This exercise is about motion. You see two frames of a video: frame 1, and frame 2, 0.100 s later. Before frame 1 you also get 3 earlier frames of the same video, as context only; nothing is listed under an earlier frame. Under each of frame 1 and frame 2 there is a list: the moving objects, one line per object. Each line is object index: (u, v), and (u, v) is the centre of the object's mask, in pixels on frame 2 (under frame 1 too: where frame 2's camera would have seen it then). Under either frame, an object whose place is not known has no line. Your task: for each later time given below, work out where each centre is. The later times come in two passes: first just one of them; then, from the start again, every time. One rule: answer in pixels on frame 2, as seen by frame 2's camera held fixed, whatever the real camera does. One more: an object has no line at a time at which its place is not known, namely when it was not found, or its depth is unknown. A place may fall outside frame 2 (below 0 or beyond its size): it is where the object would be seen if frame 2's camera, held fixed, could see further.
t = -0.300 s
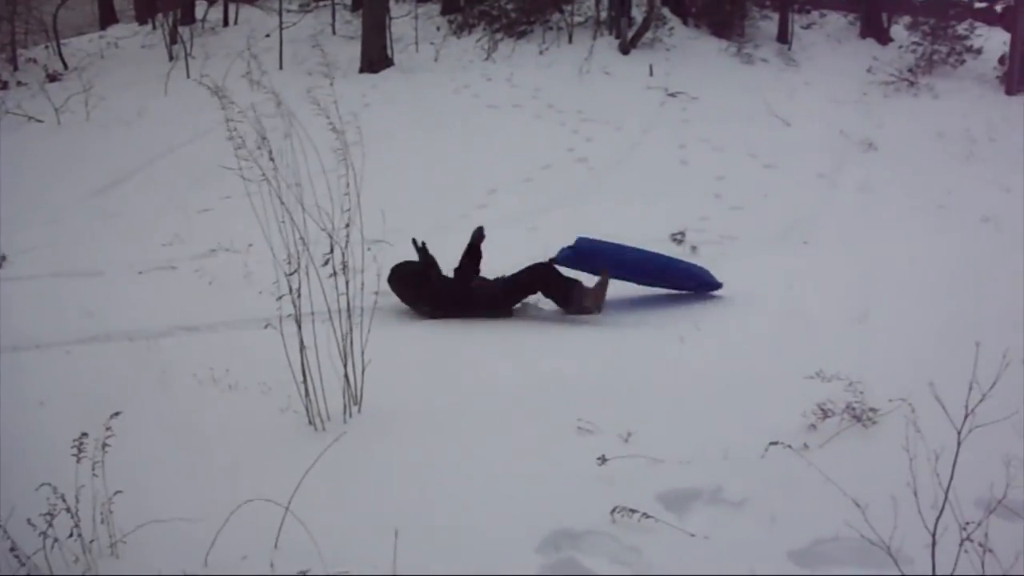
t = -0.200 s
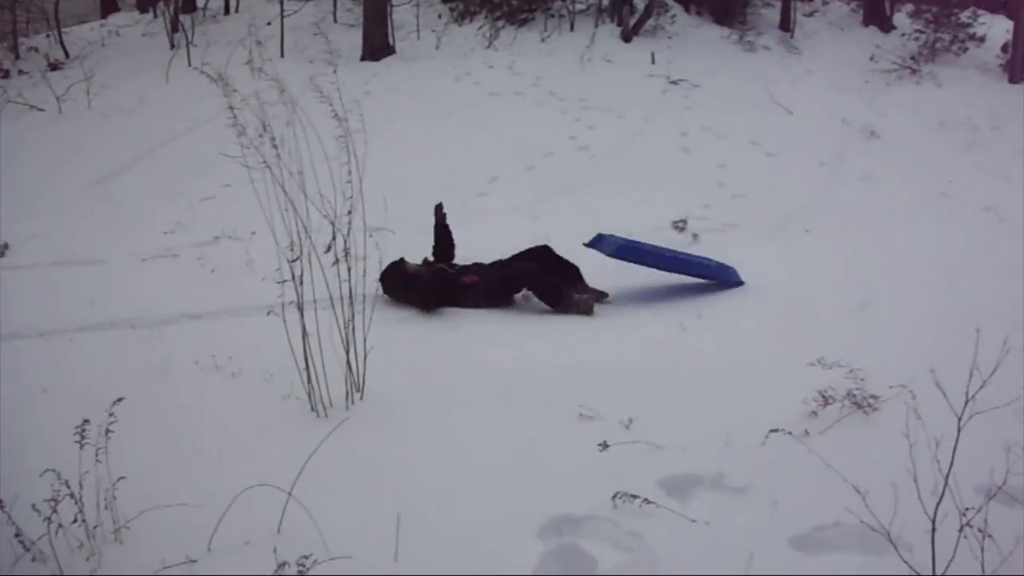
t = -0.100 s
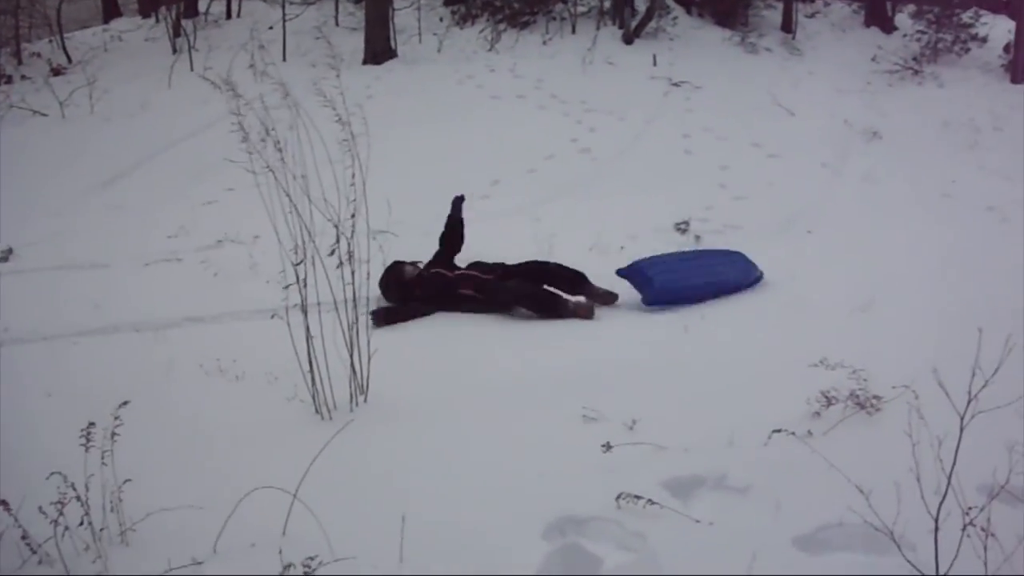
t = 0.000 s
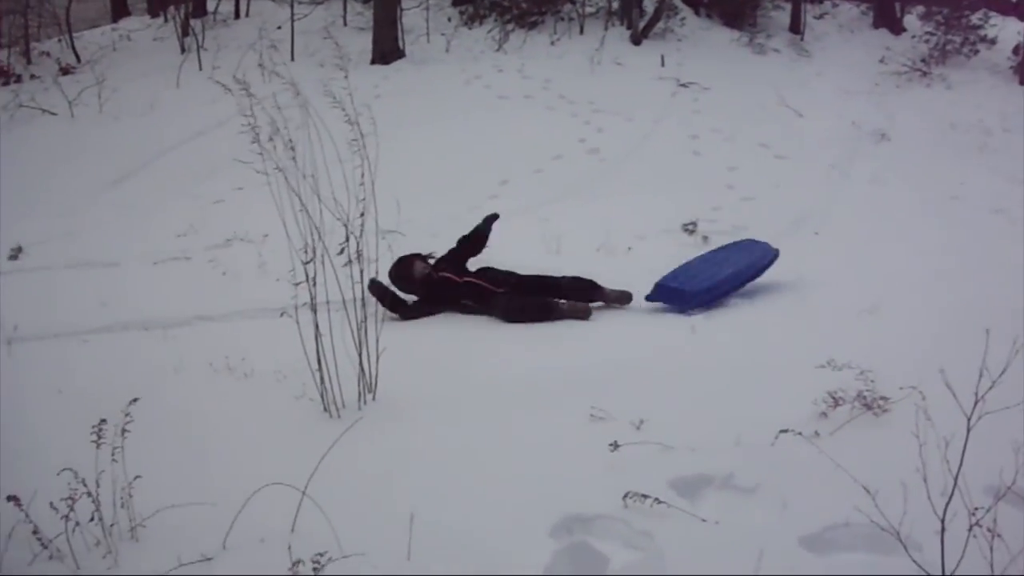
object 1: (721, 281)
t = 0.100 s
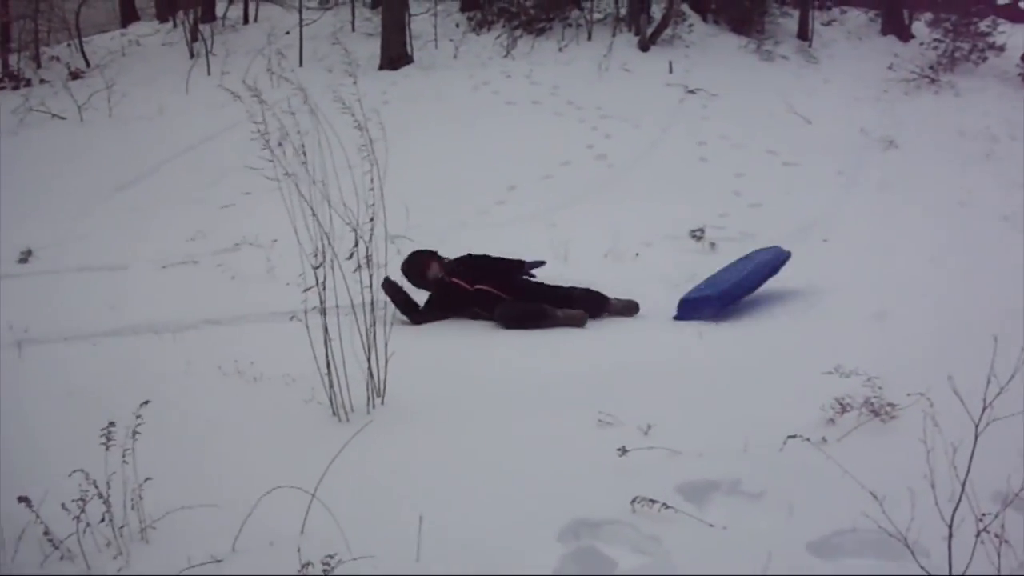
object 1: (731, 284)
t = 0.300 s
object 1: (746, 300)
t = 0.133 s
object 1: (732, 285)
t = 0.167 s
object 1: (736, 286)
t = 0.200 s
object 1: (738, 289)
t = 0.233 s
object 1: (741, 294)
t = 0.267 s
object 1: (745, 297)
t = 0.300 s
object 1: (746, 300)
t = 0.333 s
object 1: (748, 301)
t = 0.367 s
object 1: (750, 301)
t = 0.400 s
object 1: (750, 302)
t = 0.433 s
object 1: (749, 302)
